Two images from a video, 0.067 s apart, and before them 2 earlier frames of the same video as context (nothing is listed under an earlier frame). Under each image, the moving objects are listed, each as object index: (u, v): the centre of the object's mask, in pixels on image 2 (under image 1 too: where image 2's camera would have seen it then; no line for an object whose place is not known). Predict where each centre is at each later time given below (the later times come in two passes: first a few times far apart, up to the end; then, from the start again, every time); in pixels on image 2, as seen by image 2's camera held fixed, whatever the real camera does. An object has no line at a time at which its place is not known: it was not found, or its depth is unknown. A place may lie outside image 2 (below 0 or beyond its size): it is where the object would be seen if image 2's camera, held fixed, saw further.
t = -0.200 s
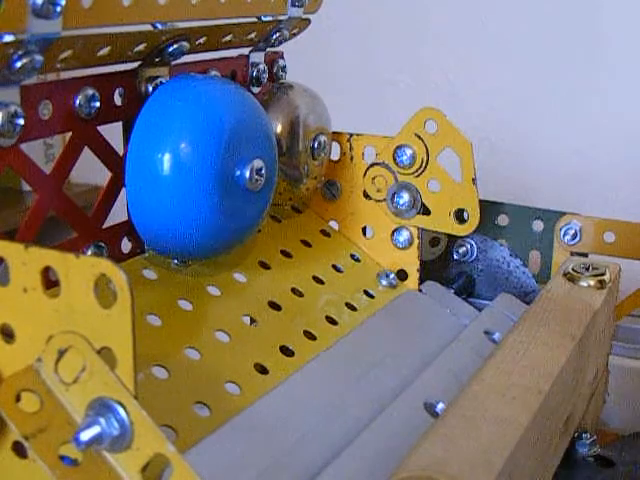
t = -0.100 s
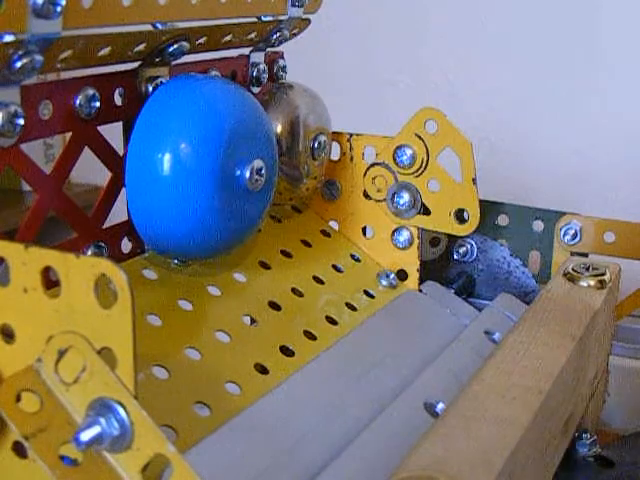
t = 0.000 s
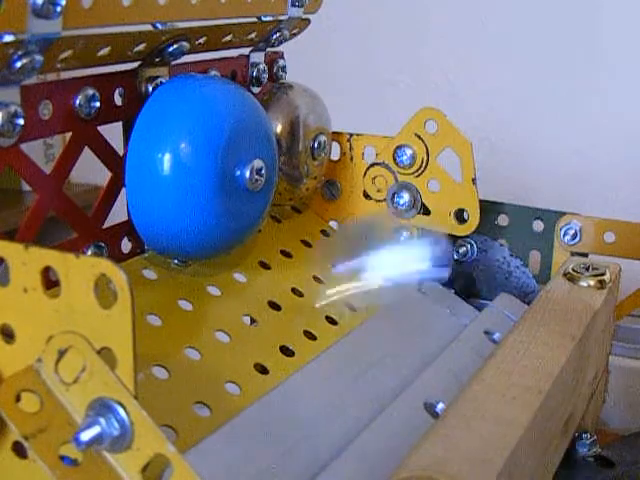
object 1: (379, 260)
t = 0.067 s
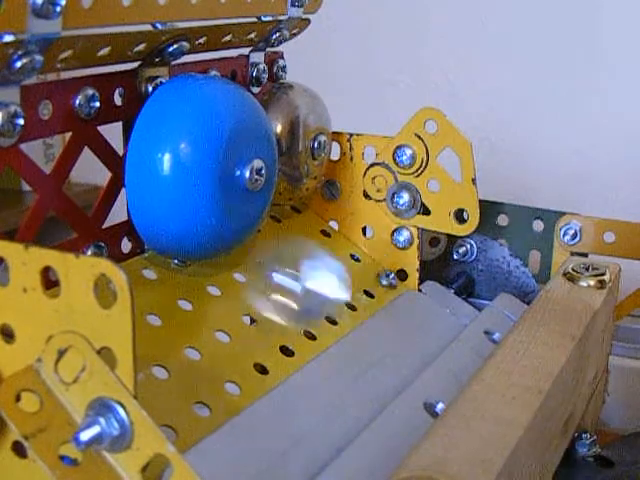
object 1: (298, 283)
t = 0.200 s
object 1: (361, 366)
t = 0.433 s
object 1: (374, 355)
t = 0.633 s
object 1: (393, 339)
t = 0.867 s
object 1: (422, 316)
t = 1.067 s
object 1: (447, 293)
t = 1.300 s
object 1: (485, 274)
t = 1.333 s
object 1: (500, 283)
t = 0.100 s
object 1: (348, 333)
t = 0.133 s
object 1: (361, 365)
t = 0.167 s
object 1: (361, 366)
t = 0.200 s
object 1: (361, 366)
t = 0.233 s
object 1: (362, 365)
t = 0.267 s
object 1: (364, 364)
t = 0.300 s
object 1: (365, 363)
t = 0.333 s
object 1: (367, 361)
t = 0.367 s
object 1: (369, 359)
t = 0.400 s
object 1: (372, 358)
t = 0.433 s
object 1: (374, 355)
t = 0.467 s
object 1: (377, 353)
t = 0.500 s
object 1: (380, 350)
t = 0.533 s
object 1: (383, 348)
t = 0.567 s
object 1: (387, 345)
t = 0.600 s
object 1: (390, 342)
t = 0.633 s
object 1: (393, 339)
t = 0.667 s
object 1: (397, 335)
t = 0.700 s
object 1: (401, 332)
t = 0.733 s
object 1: (405, 329)
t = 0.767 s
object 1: (409, 326)
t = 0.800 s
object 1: (413, 322)
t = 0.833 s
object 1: (417, 319)
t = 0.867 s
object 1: (422, 316)
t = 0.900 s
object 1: (426, 312)
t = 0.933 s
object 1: (430, 308)
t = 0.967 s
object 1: (435, 305)
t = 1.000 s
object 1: (438, 301)
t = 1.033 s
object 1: (443, 297)
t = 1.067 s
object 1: (447, 293)
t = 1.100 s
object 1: (452, 289)
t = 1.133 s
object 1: (456, 286)
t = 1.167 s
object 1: (460, 283)
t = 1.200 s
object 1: (464, 280)
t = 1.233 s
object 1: (469, 277)
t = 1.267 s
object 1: (475, 272)
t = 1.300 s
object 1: (485, 274)
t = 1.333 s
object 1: (500, 283)
